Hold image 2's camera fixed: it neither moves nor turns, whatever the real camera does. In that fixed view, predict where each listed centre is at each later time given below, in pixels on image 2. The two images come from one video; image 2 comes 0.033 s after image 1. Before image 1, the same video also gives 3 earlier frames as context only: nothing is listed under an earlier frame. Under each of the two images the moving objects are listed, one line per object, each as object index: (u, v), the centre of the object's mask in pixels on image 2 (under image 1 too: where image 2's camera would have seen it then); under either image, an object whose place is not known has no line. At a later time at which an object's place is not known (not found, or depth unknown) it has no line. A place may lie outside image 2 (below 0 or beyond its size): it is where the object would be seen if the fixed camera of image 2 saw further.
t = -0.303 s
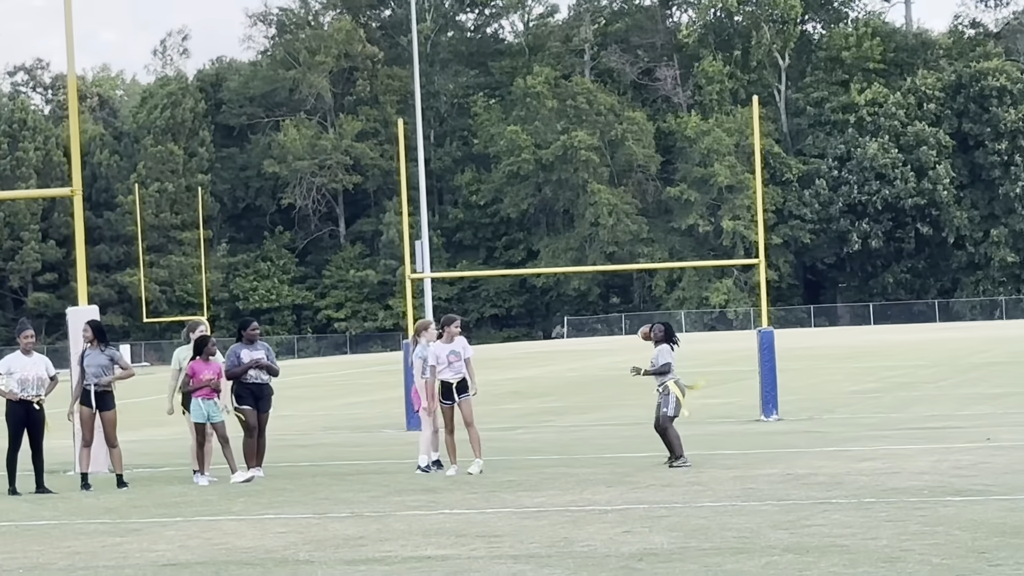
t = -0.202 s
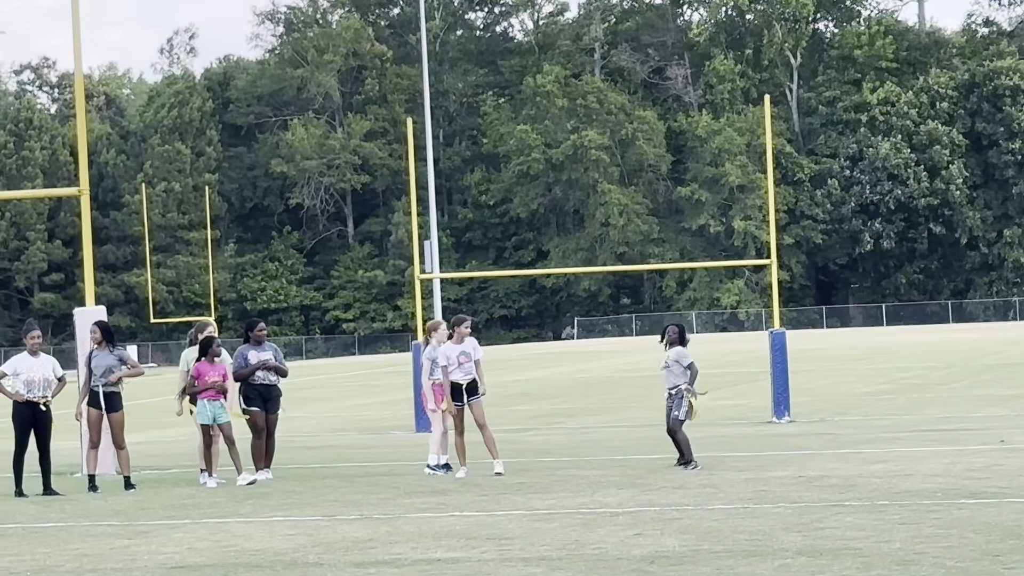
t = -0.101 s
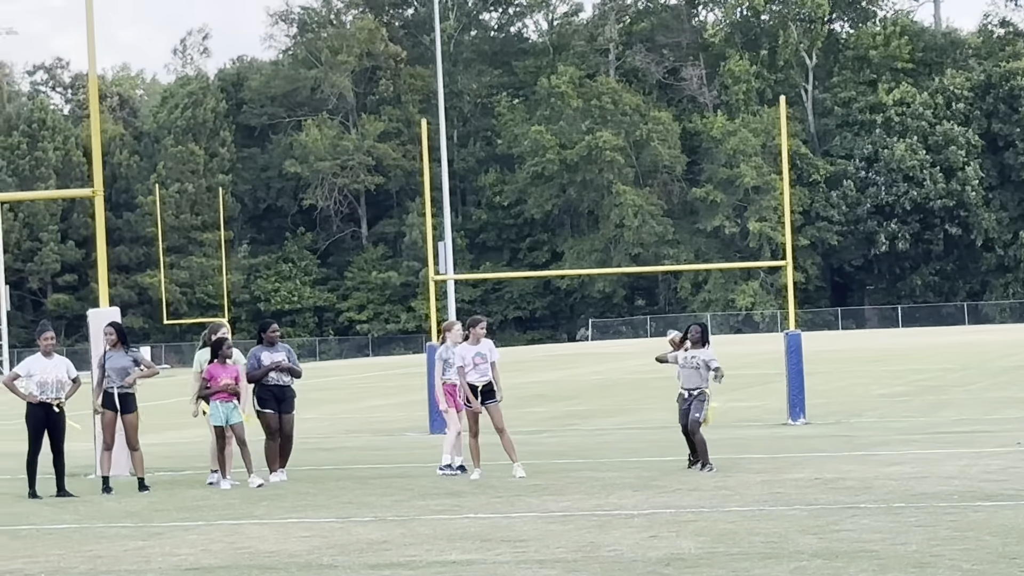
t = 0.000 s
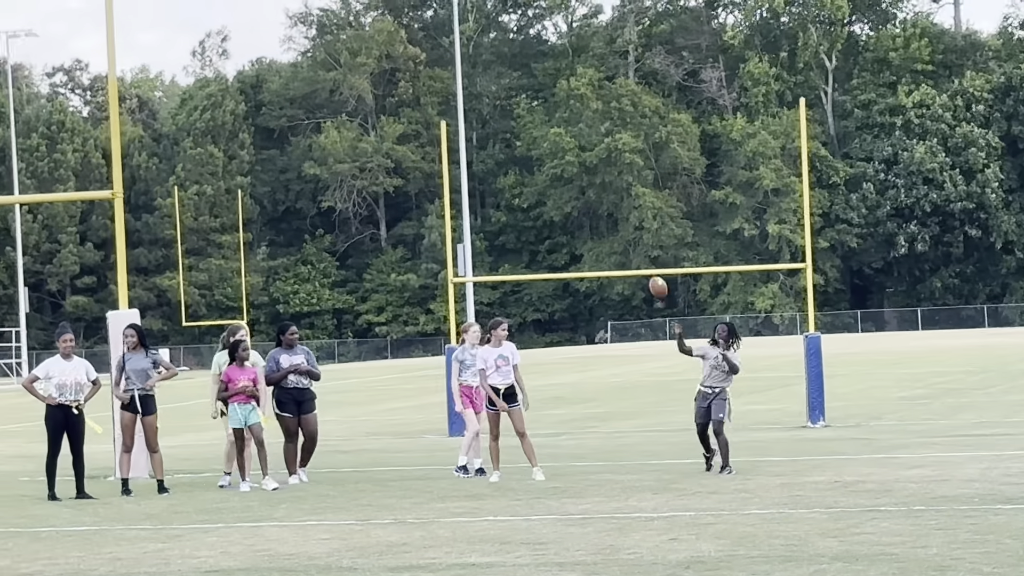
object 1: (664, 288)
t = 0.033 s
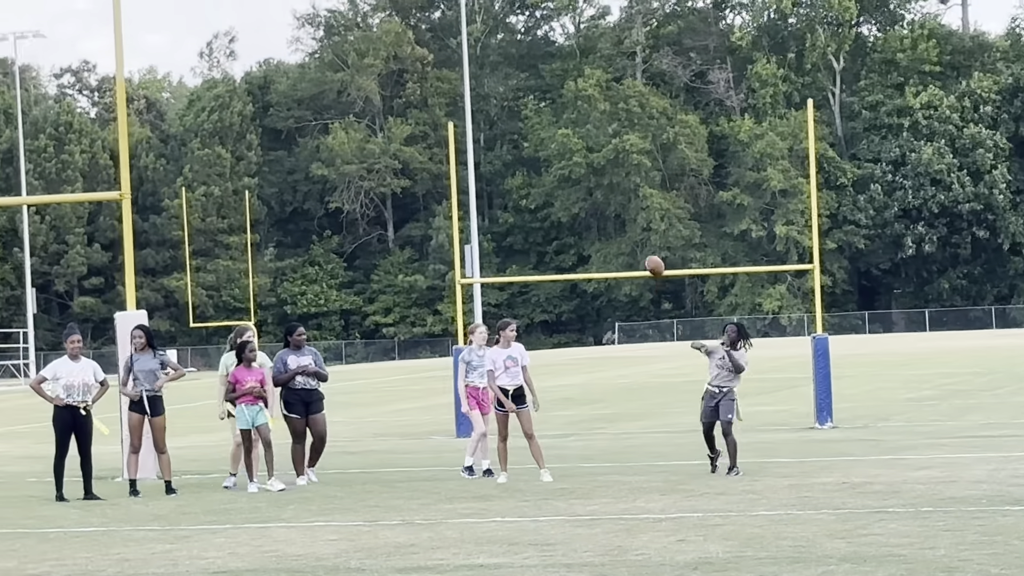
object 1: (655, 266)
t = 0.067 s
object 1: (648, 244)
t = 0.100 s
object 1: (640, 224)
